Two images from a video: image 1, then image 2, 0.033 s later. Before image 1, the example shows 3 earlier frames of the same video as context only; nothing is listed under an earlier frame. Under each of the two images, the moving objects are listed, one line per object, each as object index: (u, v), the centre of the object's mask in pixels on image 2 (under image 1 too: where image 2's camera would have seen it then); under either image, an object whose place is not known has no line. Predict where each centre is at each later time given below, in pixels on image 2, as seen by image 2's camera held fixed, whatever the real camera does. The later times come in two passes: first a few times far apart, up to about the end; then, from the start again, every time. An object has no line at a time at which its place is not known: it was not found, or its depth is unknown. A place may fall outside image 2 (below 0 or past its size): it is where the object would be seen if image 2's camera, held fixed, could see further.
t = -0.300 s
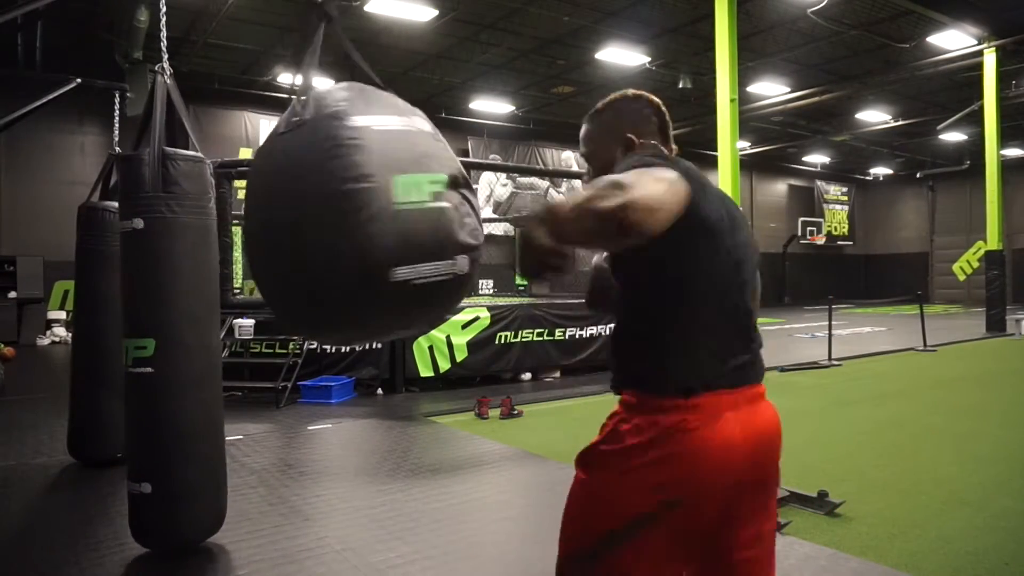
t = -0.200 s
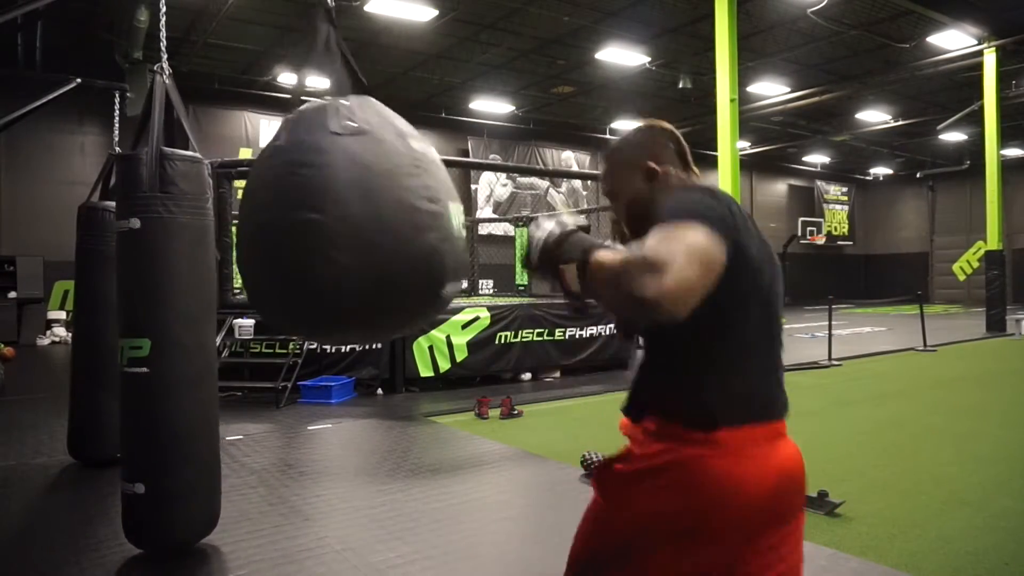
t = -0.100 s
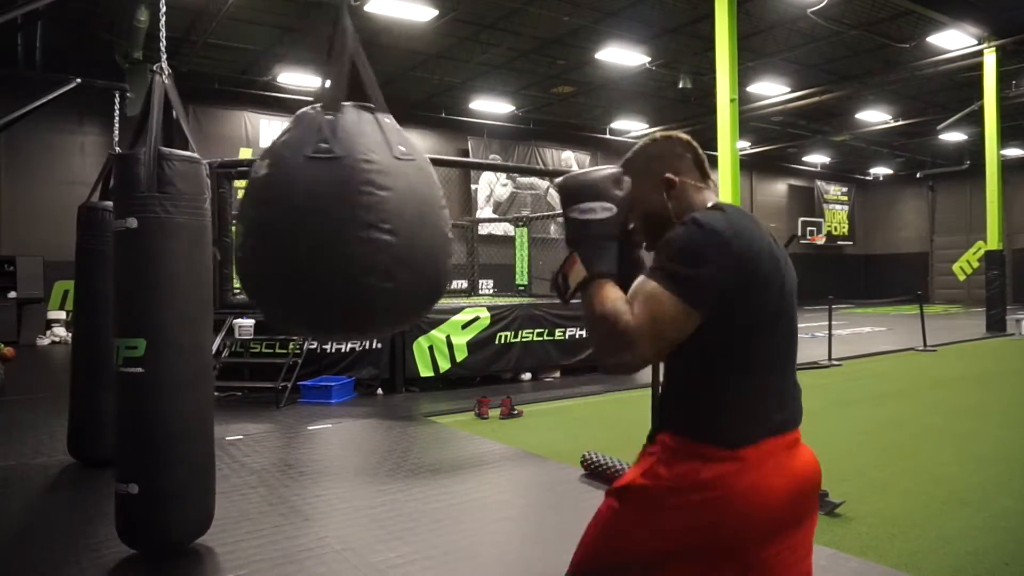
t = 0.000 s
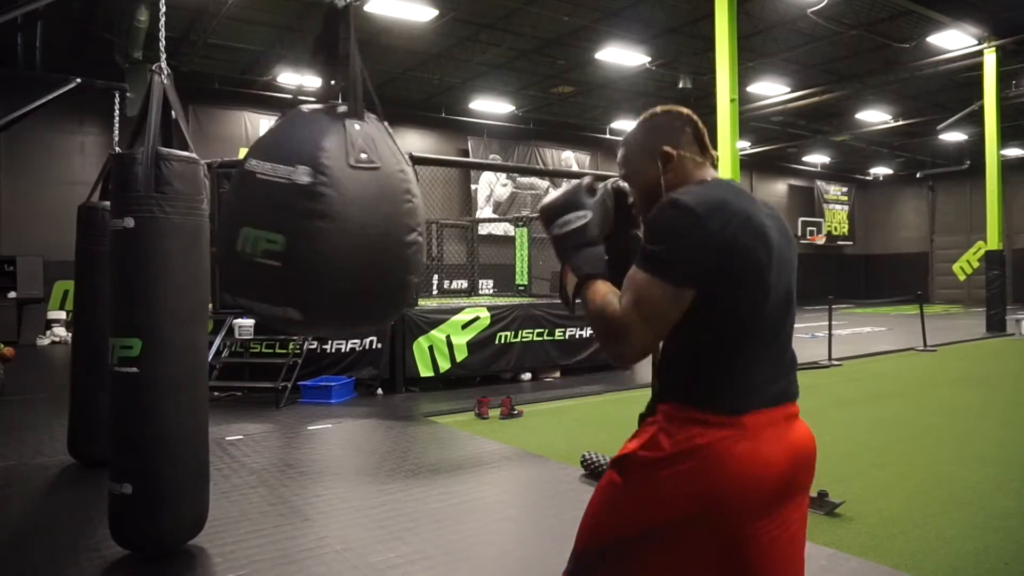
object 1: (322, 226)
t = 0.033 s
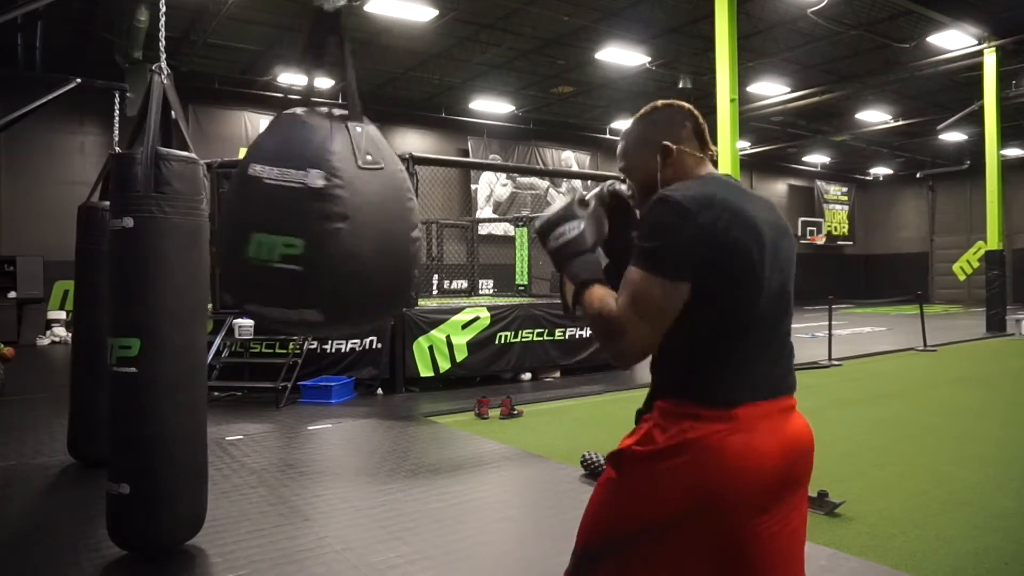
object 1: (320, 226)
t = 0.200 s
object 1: (289, 220)
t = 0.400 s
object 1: (261, 218)
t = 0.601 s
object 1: (236, 219)
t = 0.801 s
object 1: (227, 221)
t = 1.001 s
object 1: (244, 215)
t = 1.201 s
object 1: (284, 204)
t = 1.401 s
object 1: (337, 188)
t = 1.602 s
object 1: (373, 189)
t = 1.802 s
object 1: (379, 200)
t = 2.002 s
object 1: (354, 214)
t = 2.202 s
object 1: (324, 219)
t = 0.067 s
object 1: (315, 227)
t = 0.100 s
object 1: (305, 225)
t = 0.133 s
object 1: (298, 221)
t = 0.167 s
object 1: (292, 221)
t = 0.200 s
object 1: (289, 220)
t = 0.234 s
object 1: (284, 220)
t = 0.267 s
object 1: (277, 220)
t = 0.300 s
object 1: (271, 221)
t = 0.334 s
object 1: (268, 220)
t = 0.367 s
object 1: (266, 219)
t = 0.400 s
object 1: (261, 218)
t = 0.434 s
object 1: (255, 218)
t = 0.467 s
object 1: (250, 219)
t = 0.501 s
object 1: (245, 221)
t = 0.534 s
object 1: (243, 221)
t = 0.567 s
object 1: (241, 220)
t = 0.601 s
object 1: (236, 219)
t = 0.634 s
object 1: (233, 220)
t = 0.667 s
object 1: (231, 221)
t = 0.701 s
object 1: (232, 222)
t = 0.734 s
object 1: (230, 224)
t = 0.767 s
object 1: (228, 221)
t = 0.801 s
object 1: (227, 221)
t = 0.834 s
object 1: (229, 221)
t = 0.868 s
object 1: (235, 224)
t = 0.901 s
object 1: (238, 223)
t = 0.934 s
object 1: (237, 222)
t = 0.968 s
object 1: (239, 218)
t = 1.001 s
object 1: (244, 215)
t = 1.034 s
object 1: (253, 214)
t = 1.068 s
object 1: (258, 212)
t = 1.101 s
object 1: (262, 212)
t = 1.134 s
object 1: (265, 211)
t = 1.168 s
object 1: (274, 208)
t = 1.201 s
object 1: (284, 204)
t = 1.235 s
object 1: (296, 203)
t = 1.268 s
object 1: (302, 201)
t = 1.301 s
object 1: (310, 199)
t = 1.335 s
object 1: (317, 195)
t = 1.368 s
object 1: (327, 190)
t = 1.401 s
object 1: (337, 188)
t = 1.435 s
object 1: (344, 189)
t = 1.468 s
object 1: (349, 189)
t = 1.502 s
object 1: (354, 190)
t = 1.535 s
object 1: (360, 188)
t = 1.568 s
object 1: (367, 188)
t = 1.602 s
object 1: (373, 189)
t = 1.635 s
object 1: (376, 191)
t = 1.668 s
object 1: (378, 193)
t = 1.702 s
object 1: (377, 196)
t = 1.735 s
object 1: (377, 198)
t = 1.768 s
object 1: (377, 199)
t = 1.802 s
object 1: (379, 200)
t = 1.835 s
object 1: (379, 202)
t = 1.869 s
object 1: (376, 206)
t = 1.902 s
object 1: (371, 208)
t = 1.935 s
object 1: (365, 211)
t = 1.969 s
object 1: (360, 213)
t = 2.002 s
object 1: (354, 214)
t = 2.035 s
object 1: (347, 215)
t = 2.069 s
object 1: (342, 217)
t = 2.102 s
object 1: (338, 217)
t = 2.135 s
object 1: (334, 219)
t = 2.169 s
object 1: (330, 218)
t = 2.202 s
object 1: (324, 219)
